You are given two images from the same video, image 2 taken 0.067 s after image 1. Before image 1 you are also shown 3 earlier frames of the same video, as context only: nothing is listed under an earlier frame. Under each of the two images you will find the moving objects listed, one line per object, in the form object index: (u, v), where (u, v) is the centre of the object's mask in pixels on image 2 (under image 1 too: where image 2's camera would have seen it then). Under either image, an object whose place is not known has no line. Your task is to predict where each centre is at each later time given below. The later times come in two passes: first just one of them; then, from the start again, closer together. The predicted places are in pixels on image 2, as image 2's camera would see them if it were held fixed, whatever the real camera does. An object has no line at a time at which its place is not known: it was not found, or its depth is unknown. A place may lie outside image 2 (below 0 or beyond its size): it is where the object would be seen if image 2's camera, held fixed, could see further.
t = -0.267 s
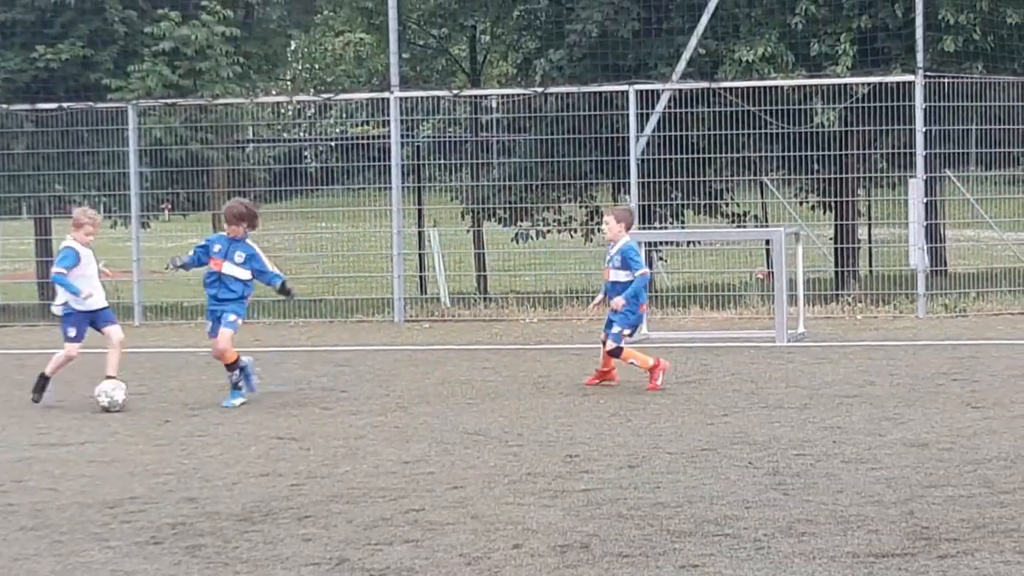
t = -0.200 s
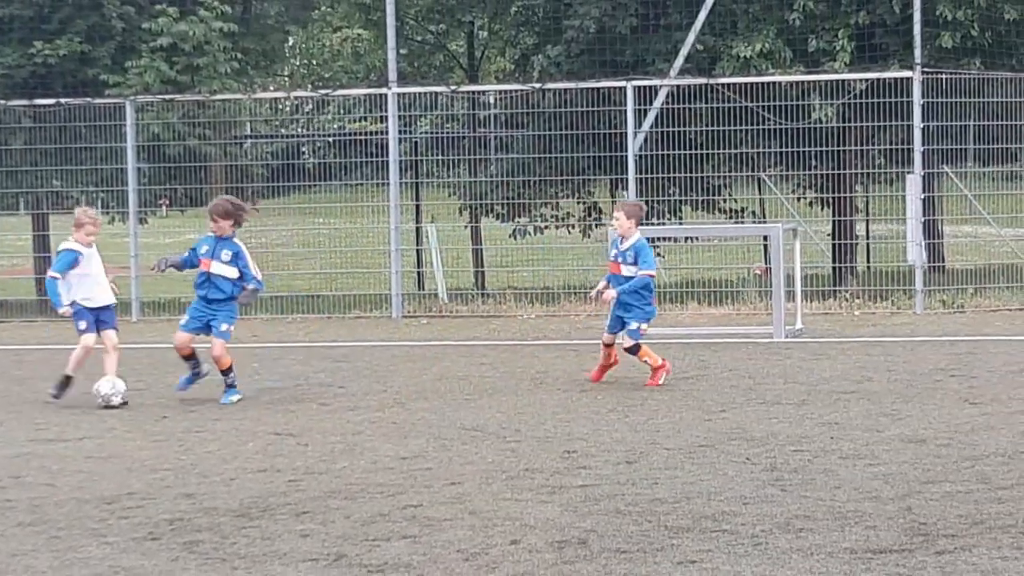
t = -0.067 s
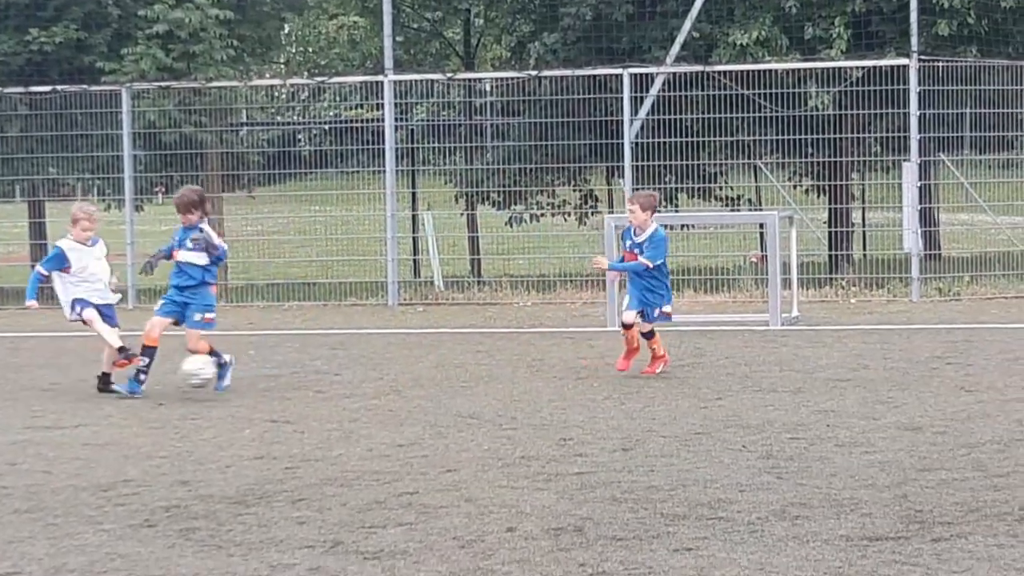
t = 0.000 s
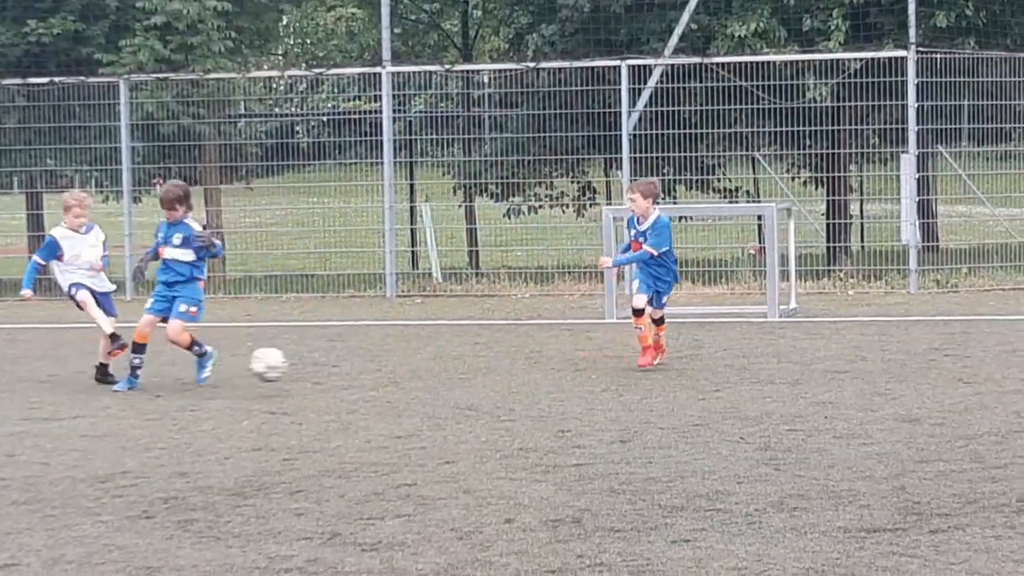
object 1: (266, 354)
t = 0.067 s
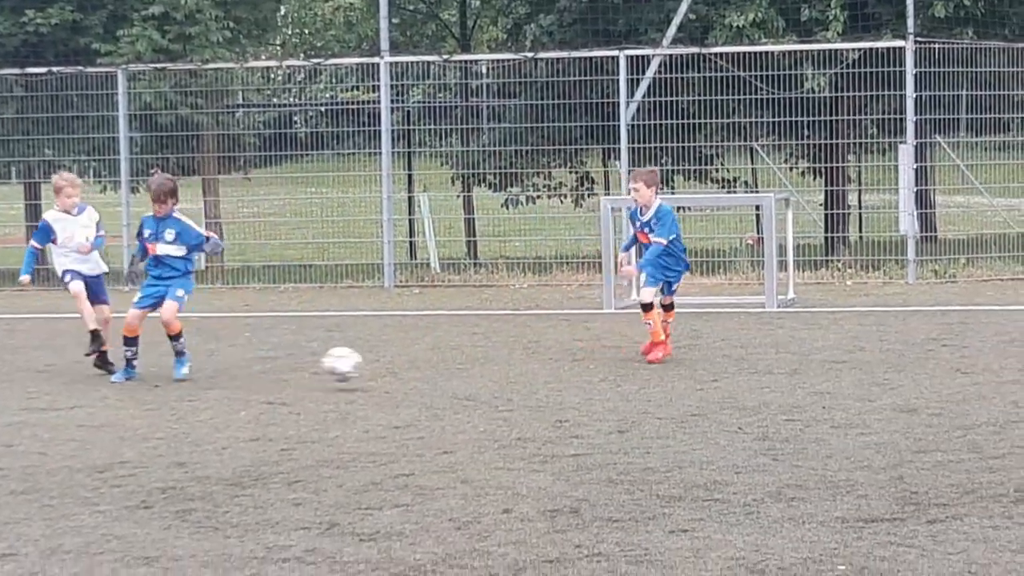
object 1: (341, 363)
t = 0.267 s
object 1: (565, 375)
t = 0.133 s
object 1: (417, 375)
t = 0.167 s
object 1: (453, 372)
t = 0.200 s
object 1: (490, 371)
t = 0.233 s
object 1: (527, 372)
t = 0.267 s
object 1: (565, 375)
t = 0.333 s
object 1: (642, 386)
